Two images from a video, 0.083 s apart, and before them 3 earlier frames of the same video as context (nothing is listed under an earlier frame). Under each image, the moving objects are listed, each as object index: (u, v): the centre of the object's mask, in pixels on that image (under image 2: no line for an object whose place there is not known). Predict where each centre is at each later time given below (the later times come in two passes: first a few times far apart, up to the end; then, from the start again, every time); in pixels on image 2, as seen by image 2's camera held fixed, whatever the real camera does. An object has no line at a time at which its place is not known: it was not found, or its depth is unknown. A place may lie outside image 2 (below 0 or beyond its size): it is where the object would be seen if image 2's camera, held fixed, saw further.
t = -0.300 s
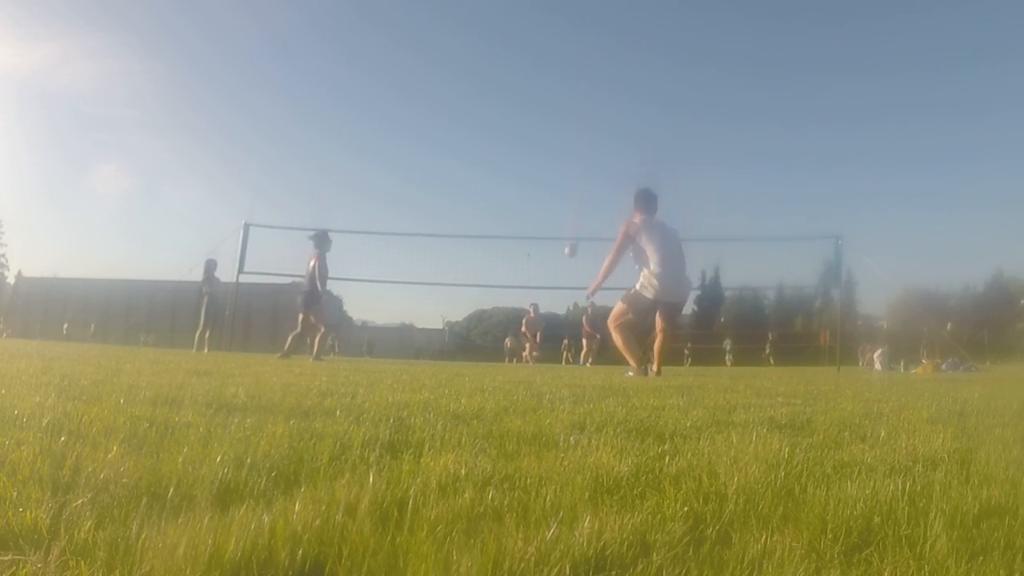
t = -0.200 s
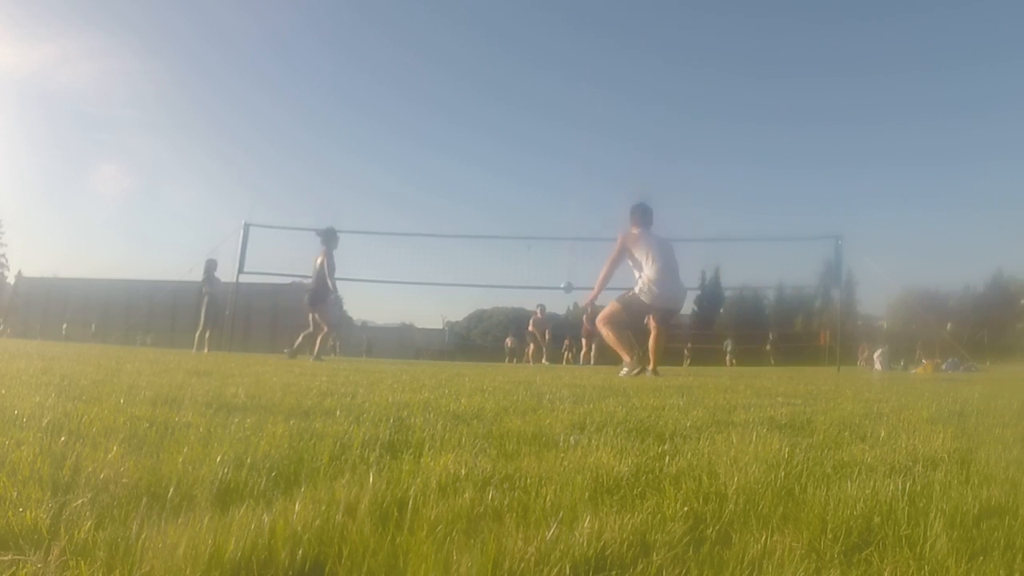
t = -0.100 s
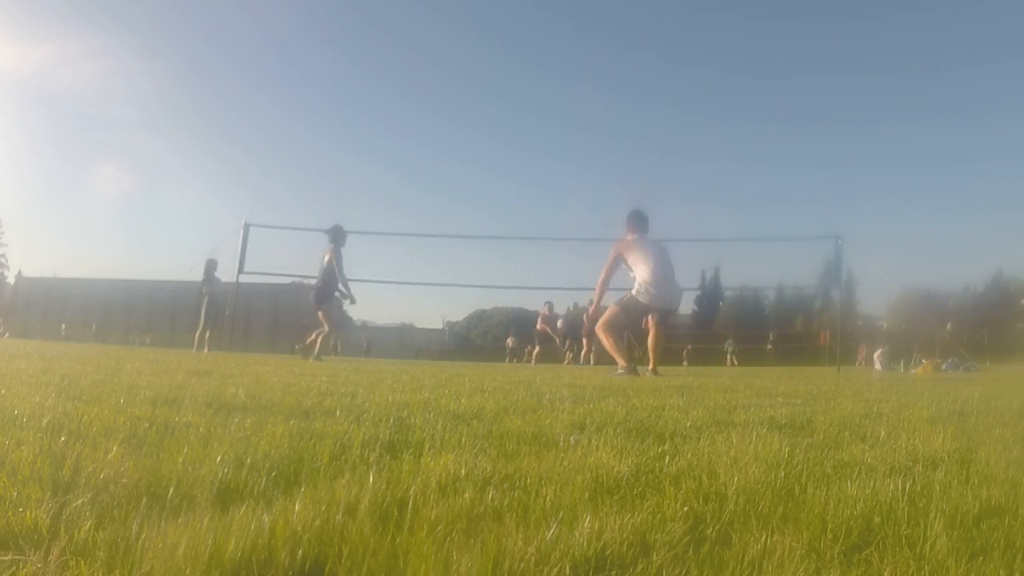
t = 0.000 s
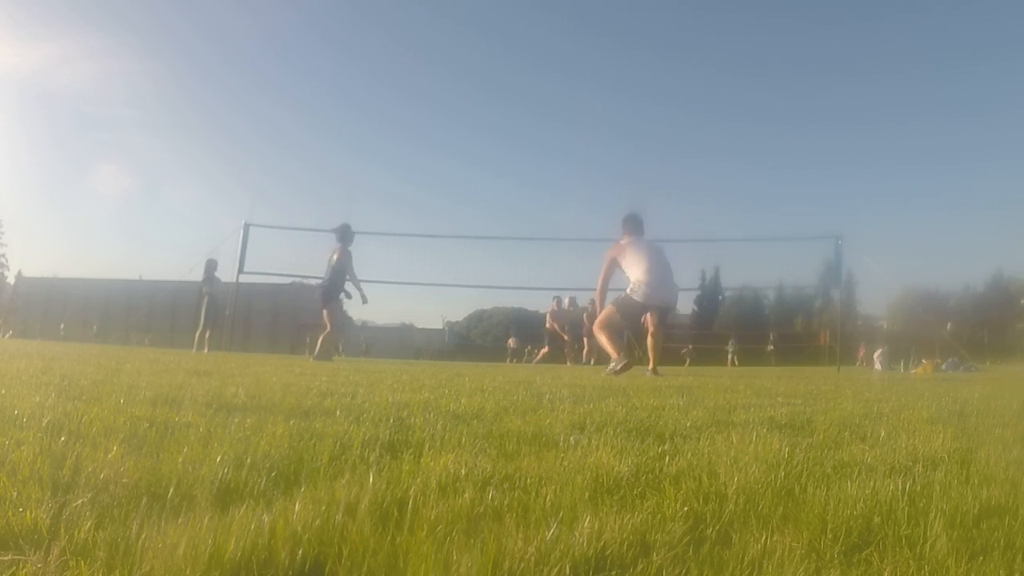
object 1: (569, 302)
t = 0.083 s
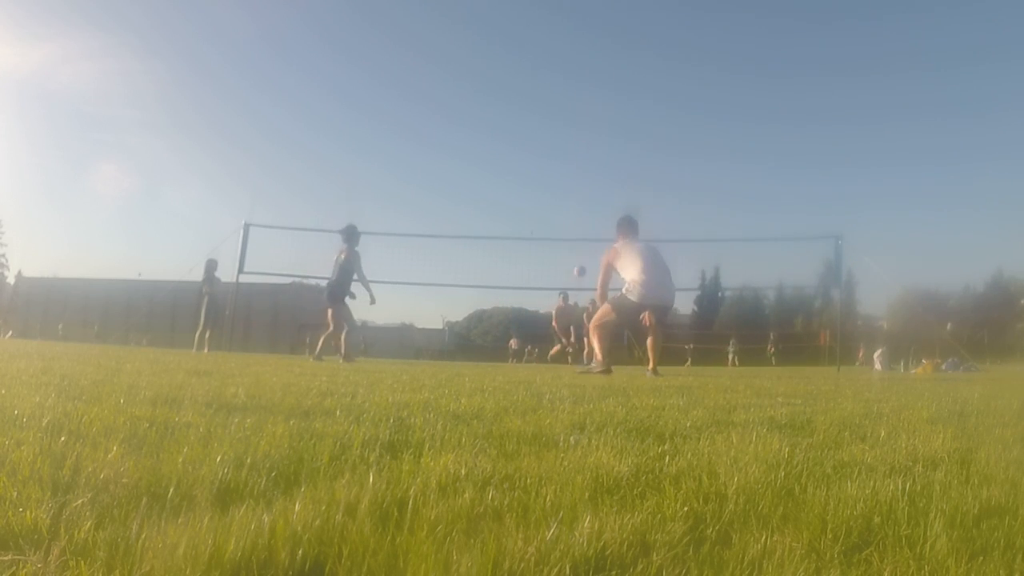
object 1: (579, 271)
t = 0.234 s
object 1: (596, 221)
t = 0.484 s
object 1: (626, 158)
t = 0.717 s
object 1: (660, 126)
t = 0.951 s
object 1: (704, 126)
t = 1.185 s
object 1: (760, 170)
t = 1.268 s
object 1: (785, 202)
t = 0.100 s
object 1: (581, 265)
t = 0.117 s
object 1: (583, 259)
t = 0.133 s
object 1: (585, 254)
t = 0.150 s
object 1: (587, 248)
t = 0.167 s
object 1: (589, 243)
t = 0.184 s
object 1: (591, 236)
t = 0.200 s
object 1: (592, 232)
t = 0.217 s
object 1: (594, 226)
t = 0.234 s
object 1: (596, 221)
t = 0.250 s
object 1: (598, 216)
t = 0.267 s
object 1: (600, 211)
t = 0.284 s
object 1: (602, 206)
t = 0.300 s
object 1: (604, 202)
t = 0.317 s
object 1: (606, 197)
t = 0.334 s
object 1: (607, 193)
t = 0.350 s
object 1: (610, 189)
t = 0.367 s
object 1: (611, 184)
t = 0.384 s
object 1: (613, 180)
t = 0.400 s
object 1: (615, 176)
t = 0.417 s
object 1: (618, 172)
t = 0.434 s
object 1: (620, 169)
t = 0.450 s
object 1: (622, 165)
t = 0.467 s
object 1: (624, 162)
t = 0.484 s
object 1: (626, 158)
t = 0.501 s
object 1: (629, 155)
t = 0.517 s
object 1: (631, 152)
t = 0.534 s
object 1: (633, 149)
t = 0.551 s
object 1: (636, 146)
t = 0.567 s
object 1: (638, 143)
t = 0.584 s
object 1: (641, 141)
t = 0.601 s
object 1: (643, 139)
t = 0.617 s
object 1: (645, 137)
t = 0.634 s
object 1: (648, 134)
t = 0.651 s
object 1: (650, 132)
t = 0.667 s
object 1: (652, 131)
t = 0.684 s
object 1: (655, 129)
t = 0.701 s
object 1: (658, 127)
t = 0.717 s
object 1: (660, 126)
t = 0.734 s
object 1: (663, 125)
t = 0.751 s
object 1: (665, 123)
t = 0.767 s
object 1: (669, 122)
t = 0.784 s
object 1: (672, 122)
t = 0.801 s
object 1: (675, 121)
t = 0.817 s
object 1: (678, 121)
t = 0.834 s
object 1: (680, 121)
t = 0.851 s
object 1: (683, 121)
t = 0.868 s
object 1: (687, 121)
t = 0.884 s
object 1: (690, 121)
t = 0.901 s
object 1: (694, 122)
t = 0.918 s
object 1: (697, 123)
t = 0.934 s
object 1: (701, 124)
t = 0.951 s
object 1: (704, 126)
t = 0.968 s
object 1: (707, 127)
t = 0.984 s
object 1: (711, 129)
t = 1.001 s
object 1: (714, 131)
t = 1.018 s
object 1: (718, 133)
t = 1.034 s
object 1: (723, 135)
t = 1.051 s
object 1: (727, 137)
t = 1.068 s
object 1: (731, 140)
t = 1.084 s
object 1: (734, 143)
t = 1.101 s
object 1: (738, 146)
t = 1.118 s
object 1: (743, 151)
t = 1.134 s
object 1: (747, 155)
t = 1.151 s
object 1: (751, 160)
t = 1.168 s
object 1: (756, 165)
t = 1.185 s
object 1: (760, 170)
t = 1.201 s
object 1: (765, 176)
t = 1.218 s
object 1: (770, 182)
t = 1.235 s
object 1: (775, 187)
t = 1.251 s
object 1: (780, 194)
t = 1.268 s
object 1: (785, 202)
